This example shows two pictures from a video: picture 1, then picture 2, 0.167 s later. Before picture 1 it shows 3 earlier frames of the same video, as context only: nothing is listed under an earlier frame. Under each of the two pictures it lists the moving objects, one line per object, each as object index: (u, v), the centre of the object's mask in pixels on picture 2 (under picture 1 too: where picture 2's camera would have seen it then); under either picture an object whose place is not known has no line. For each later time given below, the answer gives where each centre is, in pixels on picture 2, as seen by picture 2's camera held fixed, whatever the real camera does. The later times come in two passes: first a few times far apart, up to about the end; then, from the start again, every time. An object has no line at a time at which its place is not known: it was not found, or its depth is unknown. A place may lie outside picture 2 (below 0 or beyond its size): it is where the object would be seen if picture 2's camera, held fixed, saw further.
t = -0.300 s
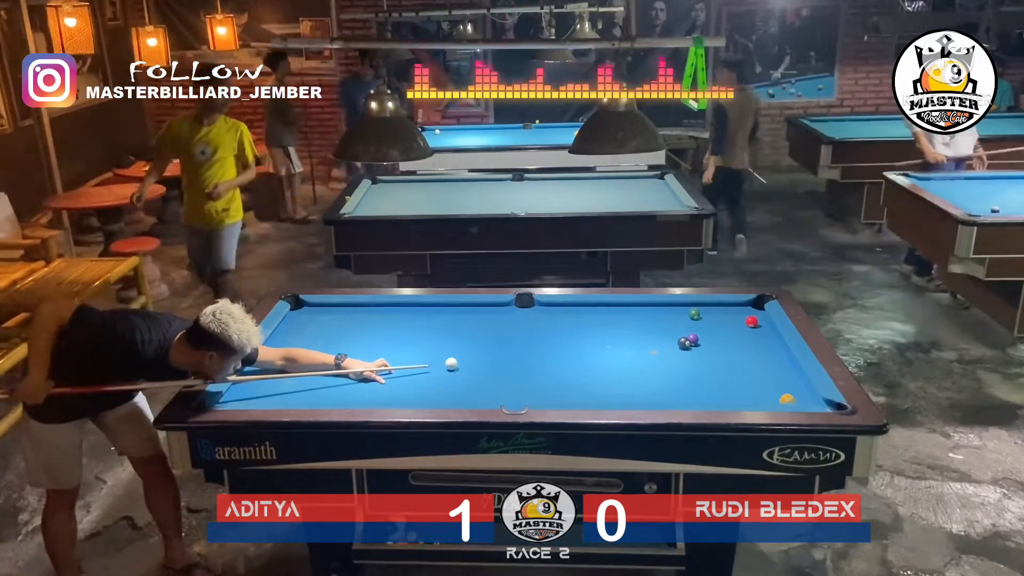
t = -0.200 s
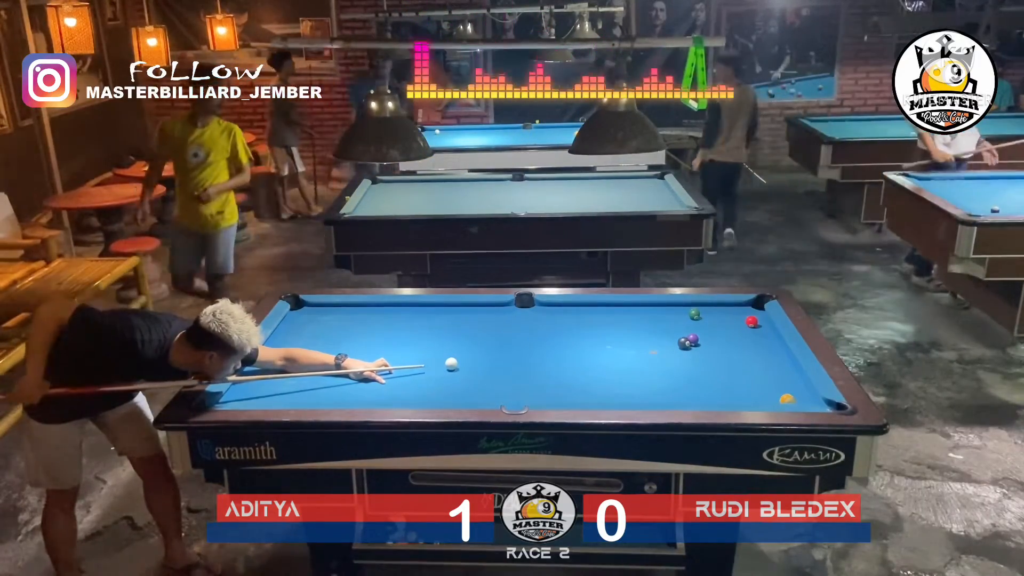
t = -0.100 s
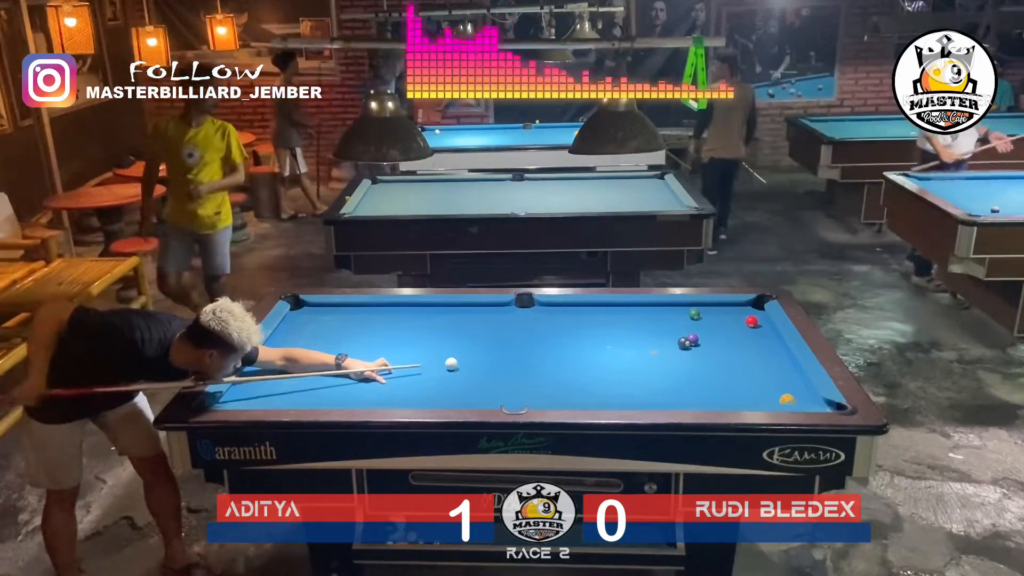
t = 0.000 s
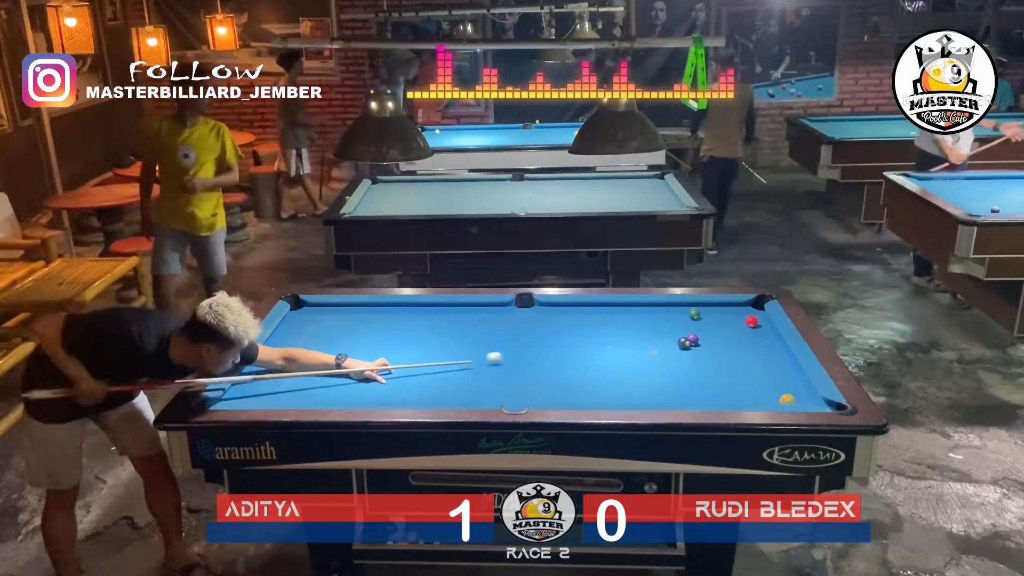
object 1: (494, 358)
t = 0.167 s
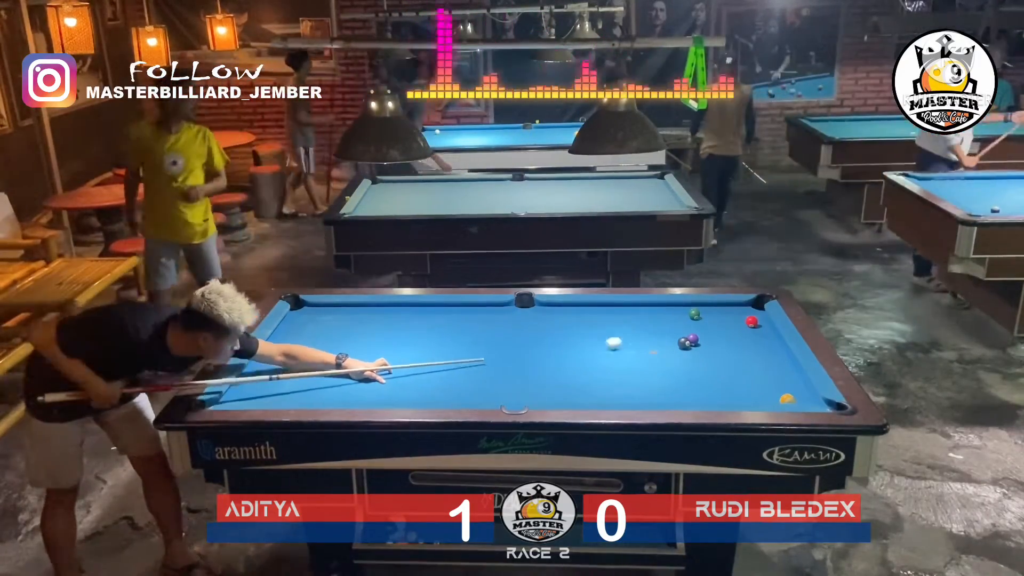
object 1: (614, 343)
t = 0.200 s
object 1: (636, 341)
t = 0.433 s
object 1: (762, 325)
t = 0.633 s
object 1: (742, 337)
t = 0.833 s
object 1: (724, 346)
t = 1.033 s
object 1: (706, 356)
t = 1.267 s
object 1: (686, 367)
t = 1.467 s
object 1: (669, 377)
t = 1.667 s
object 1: (654, 386)
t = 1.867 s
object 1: (639, 395)
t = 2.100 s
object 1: (623, 398)
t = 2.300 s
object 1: (615, 395)
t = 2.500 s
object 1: (608, 394)
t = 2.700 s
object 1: (604, 391)
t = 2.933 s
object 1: (601, 388)
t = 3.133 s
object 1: (599, 387)
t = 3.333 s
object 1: (598, 387)
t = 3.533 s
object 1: (598, 388)
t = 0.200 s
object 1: (636, 341)
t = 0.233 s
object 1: (658, 338)
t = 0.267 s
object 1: (679, 334)
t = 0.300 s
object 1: (702, 333)
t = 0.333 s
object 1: (723, 330)
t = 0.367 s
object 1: (744, 328)
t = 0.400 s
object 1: (764, 325)
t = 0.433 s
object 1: (762, 325)
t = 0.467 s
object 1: (758, 328)
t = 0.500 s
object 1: (755, 330)
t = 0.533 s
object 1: (752, 331)
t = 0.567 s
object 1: (749, 333)
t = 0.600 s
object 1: (745, 335)
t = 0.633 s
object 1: (742, 337)
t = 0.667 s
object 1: (739, 338)
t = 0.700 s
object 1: (736, 340)
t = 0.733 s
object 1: (733, 341)
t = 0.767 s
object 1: (730, 343)
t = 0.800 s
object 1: (727, 345)
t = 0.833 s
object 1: (724, 346)
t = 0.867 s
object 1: (721, 348)
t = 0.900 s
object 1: (718, 349)
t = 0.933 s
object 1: (715, 351)
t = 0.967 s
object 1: (712, 353)
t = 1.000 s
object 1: (709, 354)
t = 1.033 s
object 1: (706, 356)
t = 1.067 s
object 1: (703, 358)
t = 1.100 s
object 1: (700, 359)
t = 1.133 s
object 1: (697, 361)
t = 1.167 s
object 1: (694, 362)
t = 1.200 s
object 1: (691, 364)
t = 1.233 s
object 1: (689, 366)
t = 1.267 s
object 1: (686, 367)
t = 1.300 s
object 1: (683, 369)
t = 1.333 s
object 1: (680, 370)
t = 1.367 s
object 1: (677, 372)
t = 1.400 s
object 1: (675, 374)
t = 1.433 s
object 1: (672, 375)
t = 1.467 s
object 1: (669, 377)
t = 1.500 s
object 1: (667, 379)
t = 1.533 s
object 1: (664, 380)
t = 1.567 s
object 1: (661, 381)
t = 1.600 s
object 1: (659, 383)
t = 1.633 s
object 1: (656, 385)
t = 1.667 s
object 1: (654, 386)
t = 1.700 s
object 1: (651, 388)
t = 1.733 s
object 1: (649, 389)
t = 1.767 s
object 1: (646, 391)
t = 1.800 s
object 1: (644, 392)
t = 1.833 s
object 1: (641, 394)
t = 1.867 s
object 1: (639, 395)
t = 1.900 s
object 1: (637, 395)
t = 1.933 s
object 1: (634, 396)
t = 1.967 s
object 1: (632, 397)
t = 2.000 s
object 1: (629, 398)
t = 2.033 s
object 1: (627, 398)
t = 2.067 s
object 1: (625, 399)
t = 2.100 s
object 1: (623, 398)
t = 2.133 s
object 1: (622, 398)
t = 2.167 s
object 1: (621, 397)
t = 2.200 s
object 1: (619, 397)
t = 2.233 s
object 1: (618, 397)
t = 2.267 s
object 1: (617, 396)
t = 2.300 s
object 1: (615, 395)
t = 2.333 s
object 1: (614, 394)
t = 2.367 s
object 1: (613, 394)
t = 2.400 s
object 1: (612, 395)
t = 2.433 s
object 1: (611, 395)
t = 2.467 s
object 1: (609, 394)
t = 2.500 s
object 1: (608, 394)
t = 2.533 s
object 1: (608, 393)
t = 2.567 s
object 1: (607, 393)
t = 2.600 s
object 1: (606, 392)
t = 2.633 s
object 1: (605, 392)
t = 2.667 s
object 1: (605, 391)
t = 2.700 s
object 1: (604, 391)
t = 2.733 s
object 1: (604, 390)
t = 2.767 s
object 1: (603, 390)
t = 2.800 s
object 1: (602, 389)
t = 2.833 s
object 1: (602, 389)
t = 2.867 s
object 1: (601, 389)
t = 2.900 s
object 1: (601, 389)
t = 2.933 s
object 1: (601, 388)
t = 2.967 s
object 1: (600, 388)
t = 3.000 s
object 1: (600, 388)
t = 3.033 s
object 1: (600, 388)
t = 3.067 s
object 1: (599, 388)
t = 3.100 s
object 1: (599, 387)
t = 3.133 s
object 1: (599, 387)
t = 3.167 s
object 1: (599, 387)
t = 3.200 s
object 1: (599, 387)
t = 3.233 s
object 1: (599, 387)
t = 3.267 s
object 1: (598, 387)
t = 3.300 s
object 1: (598, 387)
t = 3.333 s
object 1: (598, 387)
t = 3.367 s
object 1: (598, 387)
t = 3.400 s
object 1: (598, 387)
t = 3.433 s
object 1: (598, 387)
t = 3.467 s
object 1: (598, 388)
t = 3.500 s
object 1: (598, 387)
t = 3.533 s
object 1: (598, 388)
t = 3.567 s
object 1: (598, 388)
